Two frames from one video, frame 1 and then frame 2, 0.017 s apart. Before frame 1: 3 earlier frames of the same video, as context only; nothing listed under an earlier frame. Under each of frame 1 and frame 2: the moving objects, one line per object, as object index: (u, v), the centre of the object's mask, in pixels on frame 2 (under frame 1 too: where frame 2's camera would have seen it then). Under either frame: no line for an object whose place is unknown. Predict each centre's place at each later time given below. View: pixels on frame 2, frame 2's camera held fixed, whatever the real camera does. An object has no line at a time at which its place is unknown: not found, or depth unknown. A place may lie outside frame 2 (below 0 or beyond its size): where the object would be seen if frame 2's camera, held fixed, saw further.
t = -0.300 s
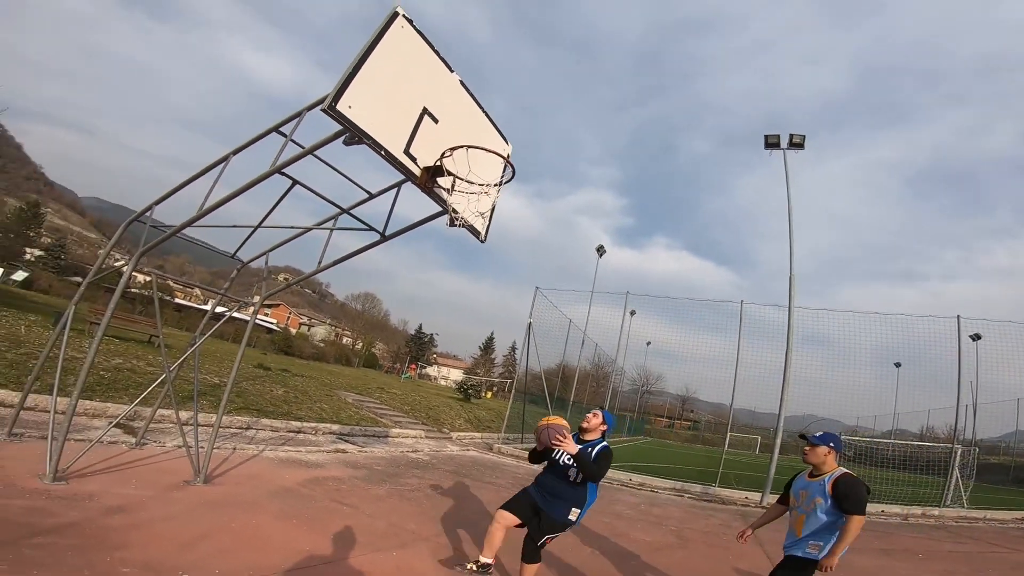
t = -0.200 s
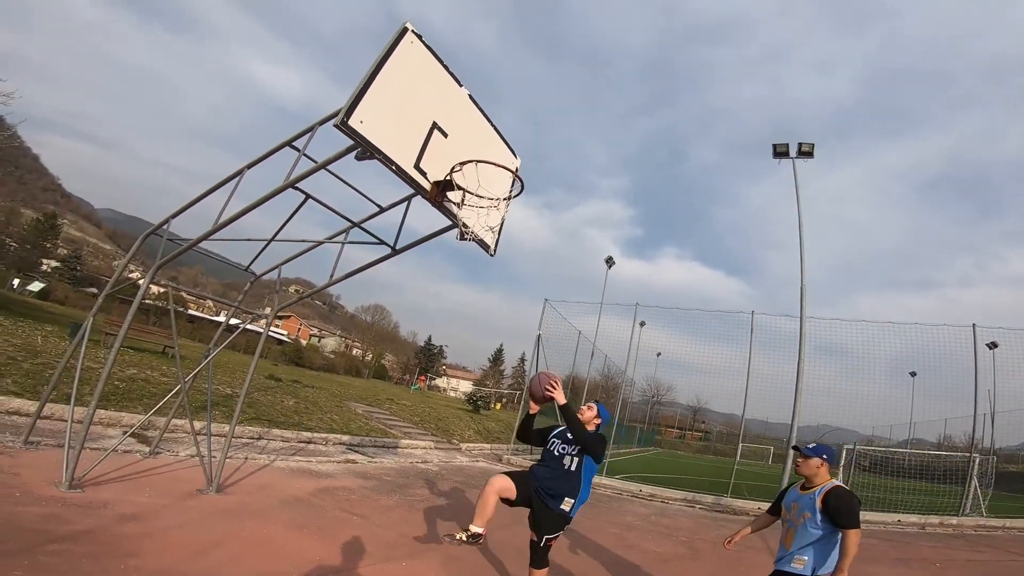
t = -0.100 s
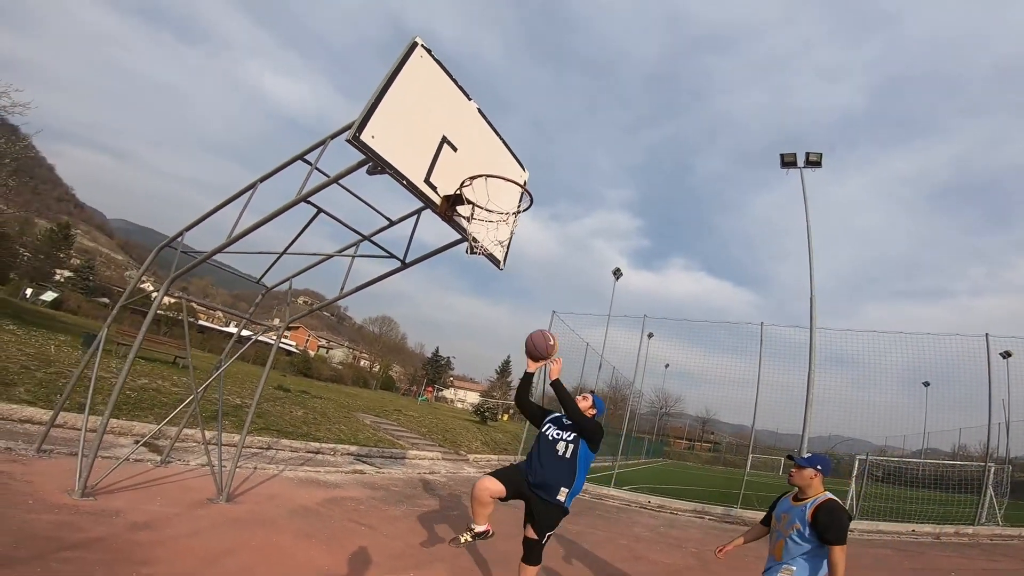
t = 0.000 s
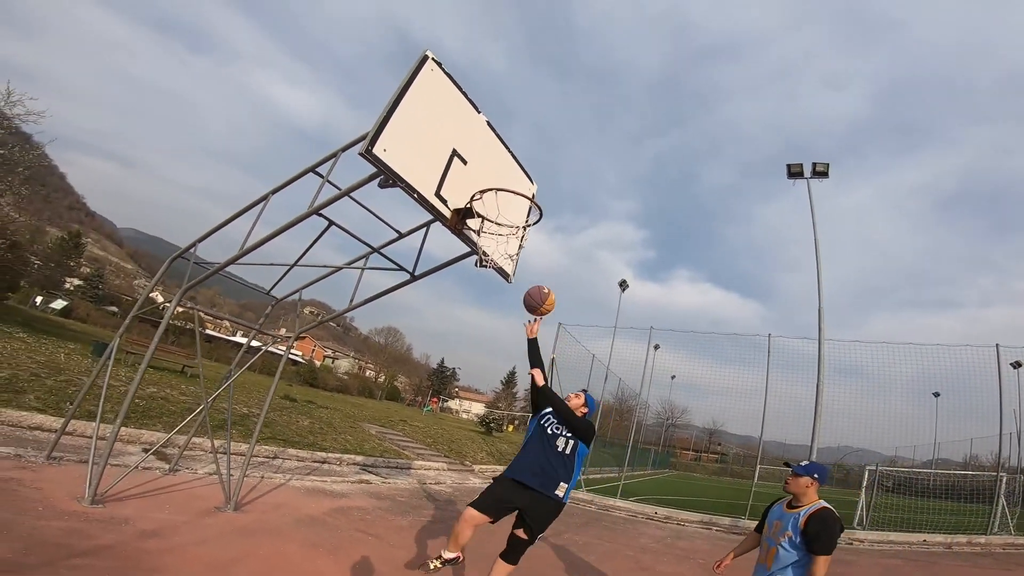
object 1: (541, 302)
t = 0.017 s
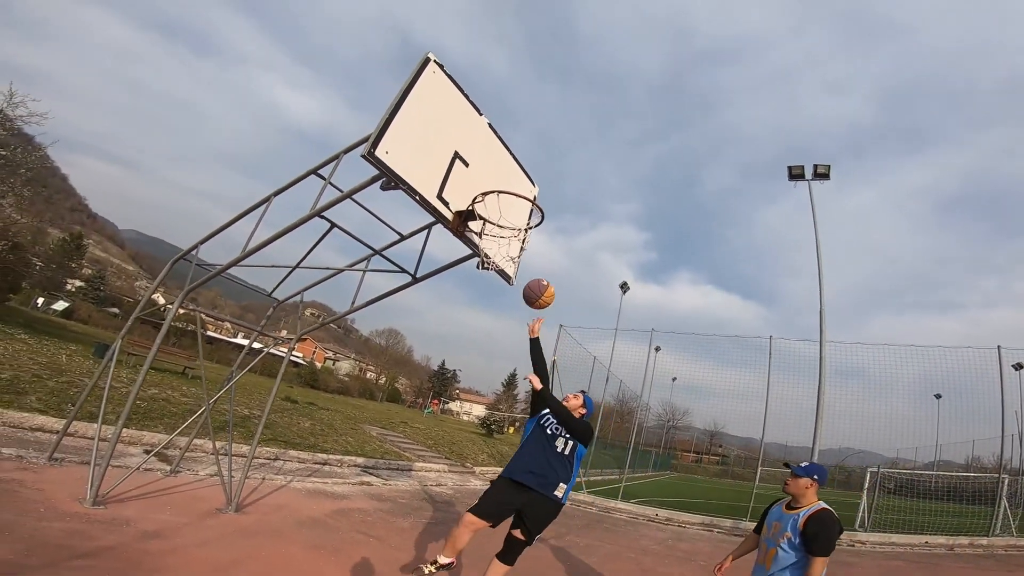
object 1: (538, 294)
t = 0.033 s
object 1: (536, 286)
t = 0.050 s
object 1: (534, 279)
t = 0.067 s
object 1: (533, 271)
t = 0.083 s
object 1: (531, 264)
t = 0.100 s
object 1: (528, 258)
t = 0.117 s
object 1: (527, 252)
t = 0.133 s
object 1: (523, 247)
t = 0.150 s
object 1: (521, 241)
